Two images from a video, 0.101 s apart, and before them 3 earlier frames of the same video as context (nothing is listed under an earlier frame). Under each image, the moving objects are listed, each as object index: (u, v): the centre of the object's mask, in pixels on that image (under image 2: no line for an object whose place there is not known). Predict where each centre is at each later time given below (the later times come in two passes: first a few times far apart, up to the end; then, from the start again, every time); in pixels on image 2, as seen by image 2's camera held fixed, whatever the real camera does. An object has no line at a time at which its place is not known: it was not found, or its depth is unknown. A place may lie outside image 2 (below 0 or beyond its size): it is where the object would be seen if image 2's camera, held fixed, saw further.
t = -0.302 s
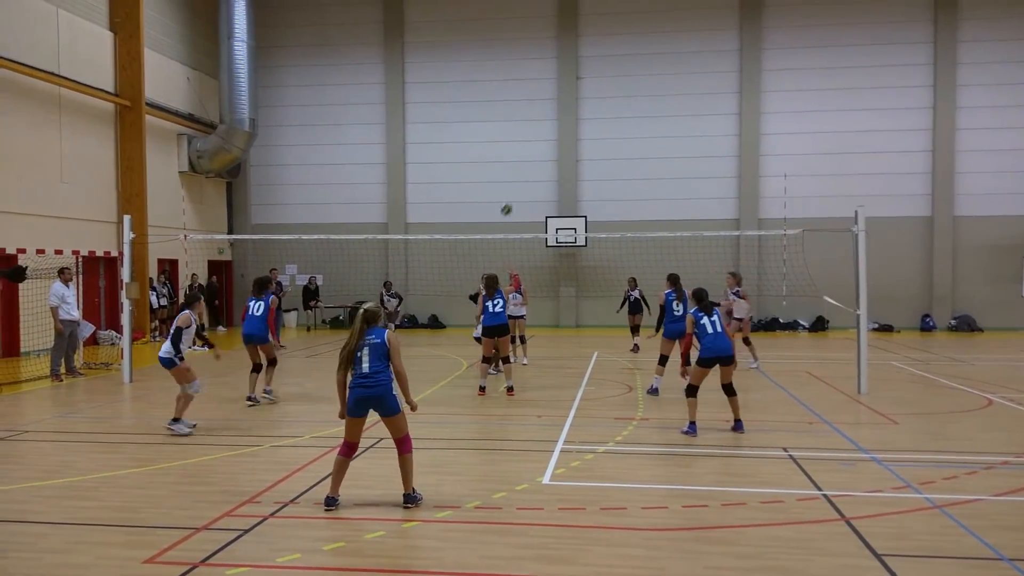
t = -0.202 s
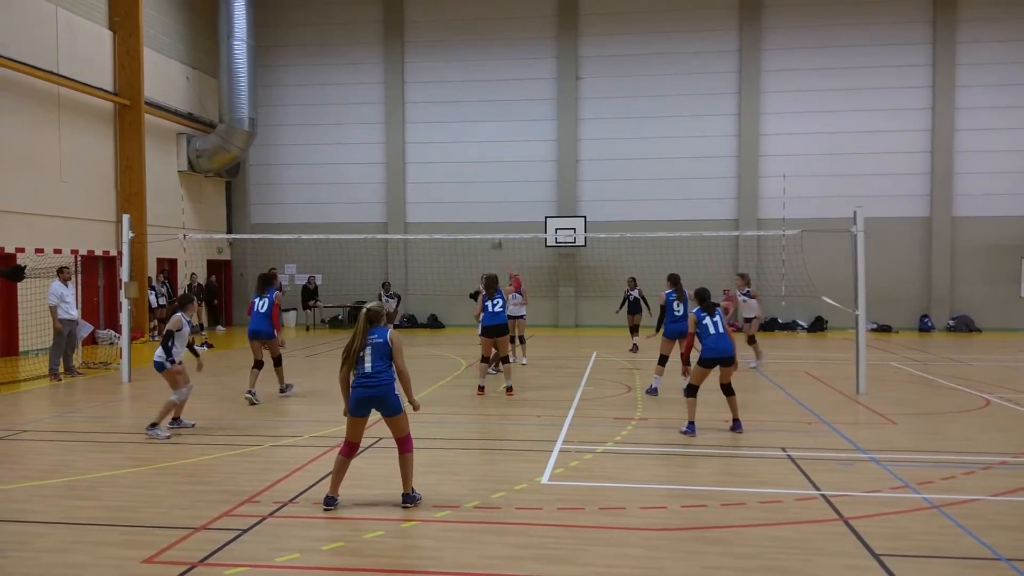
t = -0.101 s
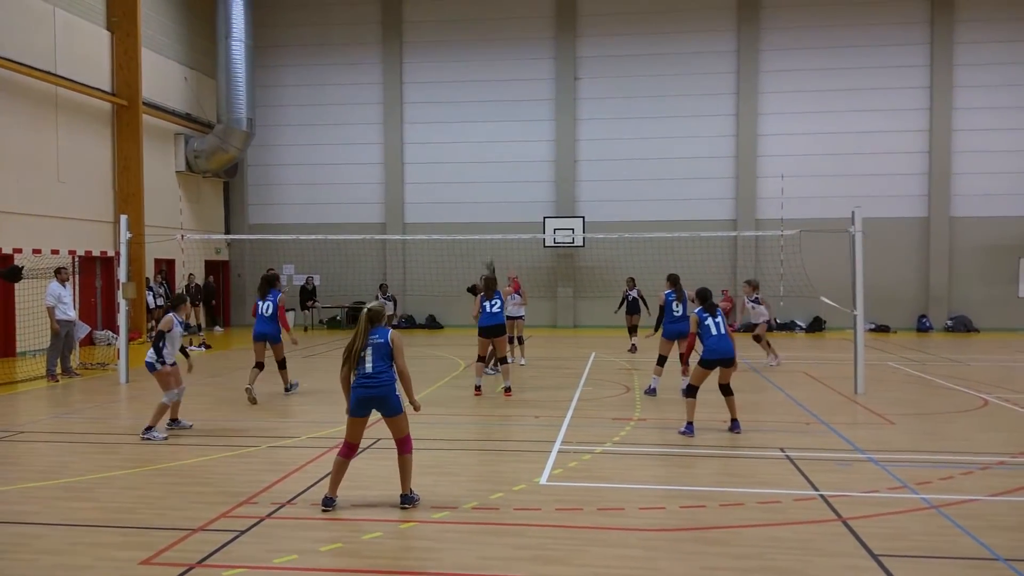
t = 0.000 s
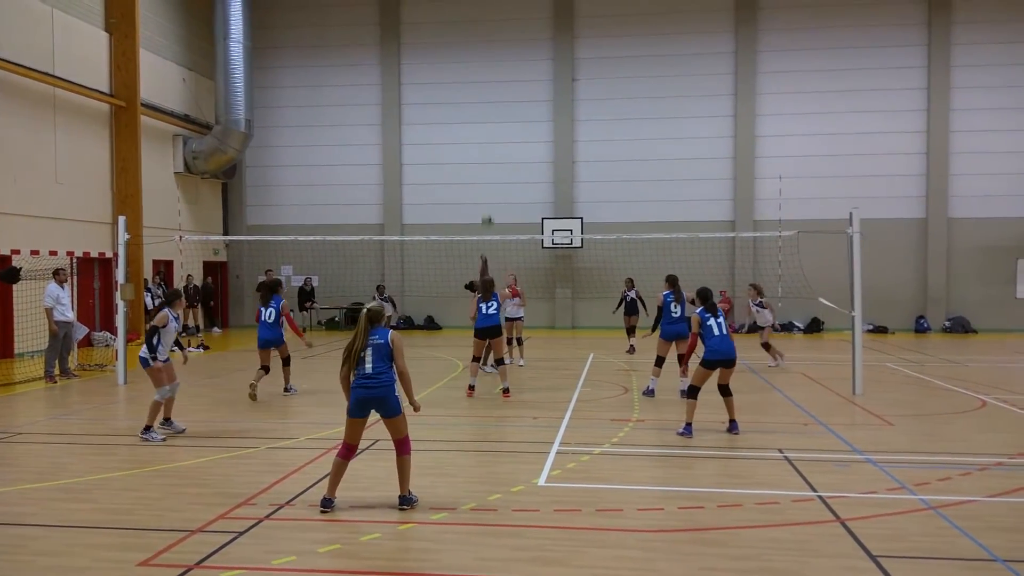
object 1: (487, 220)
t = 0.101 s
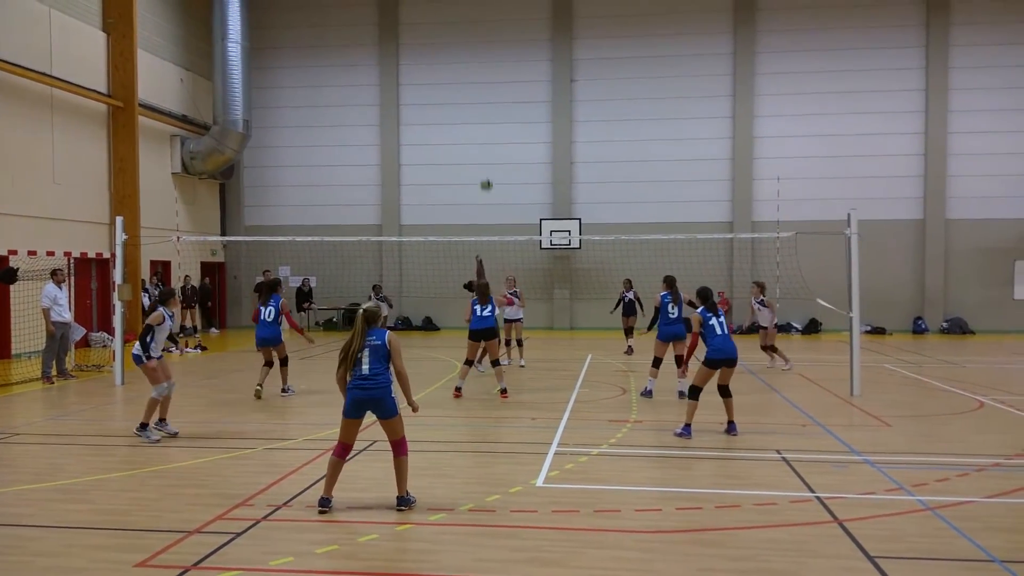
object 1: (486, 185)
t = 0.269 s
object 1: (487, 137)
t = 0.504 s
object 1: (490, 96)
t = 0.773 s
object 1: (494, 92)
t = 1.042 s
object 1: (496, 136)
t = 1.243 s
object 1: (498, 194)
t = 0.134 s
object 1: (486, 174)
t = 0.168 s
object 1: (487, 163)
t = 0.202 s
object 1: (487, 153)
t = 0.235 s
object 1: (487, 145)
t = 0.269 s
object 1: (487, 137)
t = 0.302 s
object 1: (488, 129)
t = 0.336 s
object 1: (488, 122)
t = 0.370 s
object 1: (489, 116)
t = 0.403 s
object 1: (489, 110)
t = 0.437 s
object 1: (489, 105)
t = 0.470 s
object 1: (489, 100)
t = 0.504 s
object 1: (490, 96)
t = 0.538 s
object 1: (490, 93)
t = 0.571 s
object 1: (491, 91)
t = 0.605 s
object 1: (491, 89)
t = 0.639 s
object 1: (492, 88)
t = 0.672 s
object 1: (493, 88)
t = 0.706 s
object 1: (493, 89)
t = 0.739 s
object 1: (494, 90)
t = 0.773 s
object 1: (494, 92)
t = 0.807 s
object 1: (494, 95)
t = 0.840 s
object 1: (494, 99)
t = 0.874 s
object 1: (494, 103)
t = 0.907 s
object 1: (495, 108)
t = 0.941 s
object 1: (495, 114)
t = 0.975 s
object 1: (495, 121)
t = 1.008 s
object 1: (496, 128)
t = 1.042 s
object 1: (496, 136)
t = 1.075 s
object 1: (496, 143)
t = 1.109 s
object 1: (497, 152)
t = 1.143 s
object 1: (496, 162)
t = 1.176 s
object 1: (497, 173)
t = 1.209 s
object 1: (497, 183)
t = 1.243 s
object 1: (498, 194)
